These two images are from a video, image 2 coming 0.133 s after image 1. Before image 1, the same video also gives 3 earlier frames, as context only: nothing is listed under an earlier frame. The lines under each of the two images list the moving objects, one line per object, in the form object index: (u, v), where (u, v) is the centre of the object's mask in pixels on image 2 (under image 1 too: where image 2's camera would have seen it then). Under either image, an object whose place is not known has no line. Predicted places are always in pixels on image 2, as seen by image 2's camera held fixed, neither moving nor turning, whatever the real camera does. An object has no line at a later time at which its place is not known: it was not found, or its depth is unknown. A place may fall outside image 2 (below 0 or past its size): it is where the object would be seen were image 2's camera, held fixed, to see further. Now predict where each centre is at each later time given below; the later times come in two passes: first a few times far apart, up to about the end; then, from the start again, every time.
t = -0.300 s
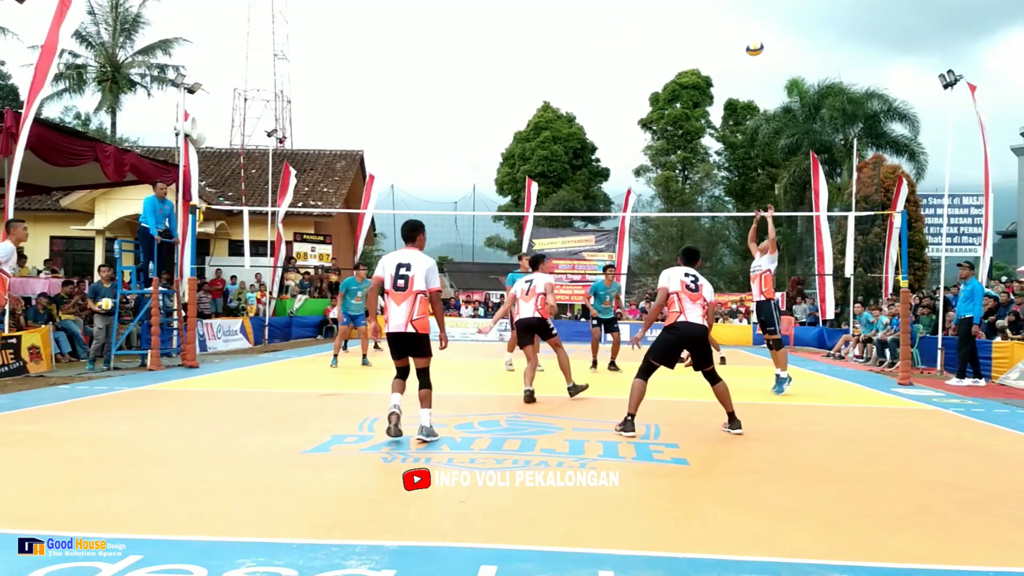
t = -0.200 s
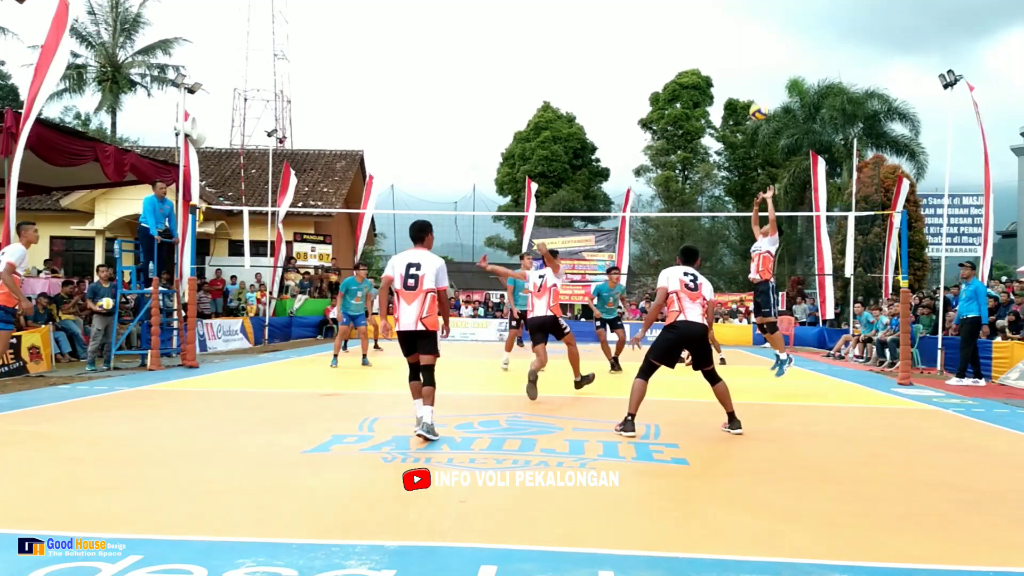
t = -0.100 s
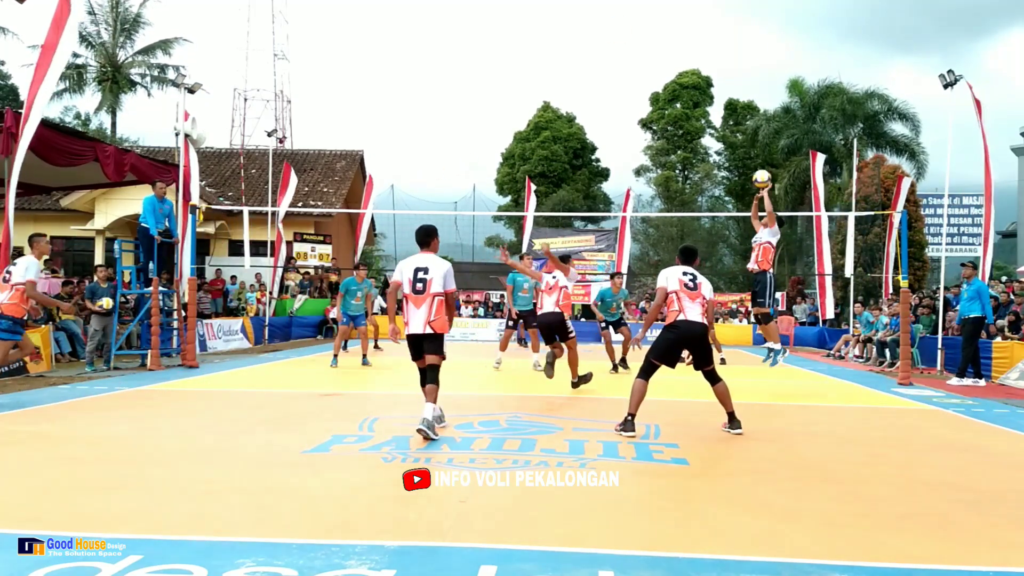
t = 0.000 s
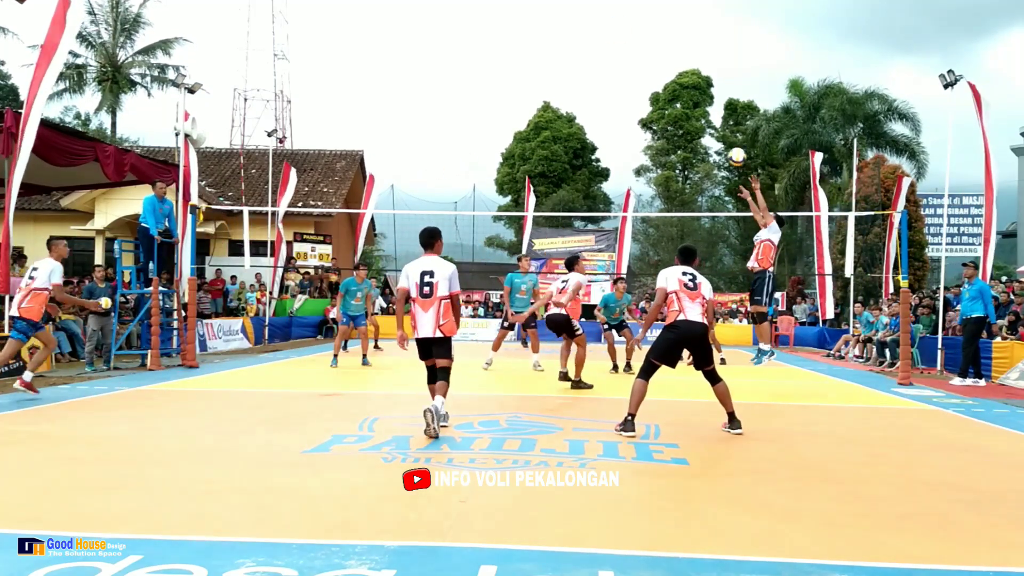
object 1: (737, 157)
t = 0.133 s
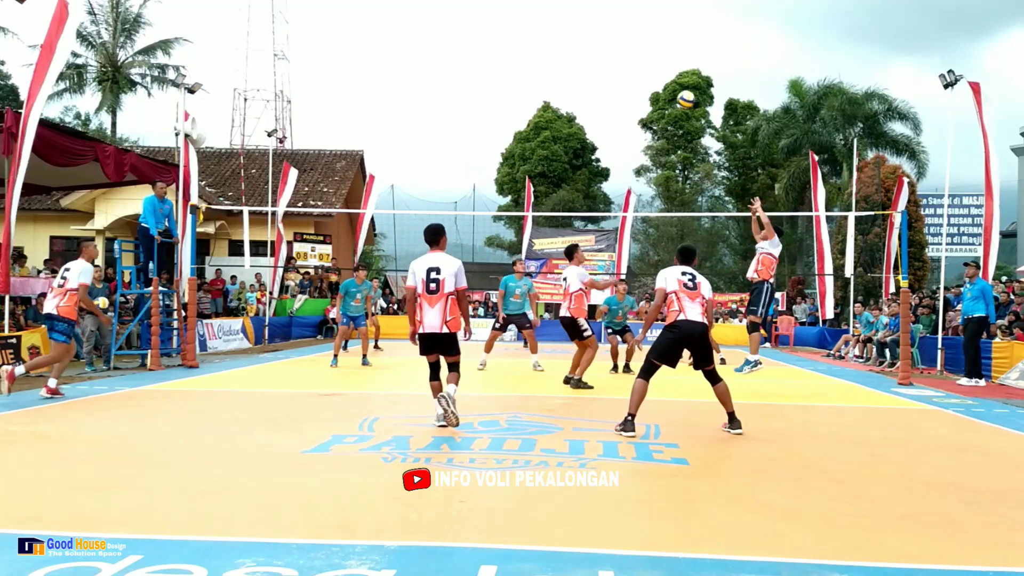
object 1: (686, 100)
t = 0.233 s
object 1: (649, 69)
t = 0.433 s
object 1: (580, 32)
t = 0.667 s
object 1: (506, 29)
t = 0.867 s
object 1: (446, 57)
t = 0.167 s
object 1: (674, 89)
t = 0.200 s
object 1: (661, 79)
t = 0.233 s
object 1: (649, 69)
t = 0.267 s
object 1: (637, 60)
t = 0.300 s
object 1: (625, 53)
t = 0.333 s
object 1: (614, 46)
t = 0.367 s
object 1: (602, 40)
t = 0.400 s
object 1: (591, 35)
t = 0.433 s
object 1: (580, 32)
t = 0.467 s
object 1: (569, 29)
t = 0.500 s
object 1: (558, 27)
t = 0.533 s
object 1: (547, 26)
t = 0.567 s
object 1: (537, 25)
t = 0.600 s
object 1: (526, 25)
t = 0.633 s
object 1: (516, 27)
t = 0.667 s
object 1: (506, 29)
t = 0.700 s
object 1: (496, 32)
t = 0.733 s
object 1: (486, 35)
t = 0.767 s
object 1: (476, 39)
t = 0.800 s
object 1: (466, 44)
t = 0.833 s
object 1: (456, 50)
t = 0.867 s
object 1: (446, 57)
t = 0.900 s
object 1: (436, 64)
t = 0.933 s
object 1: (427, 72)
